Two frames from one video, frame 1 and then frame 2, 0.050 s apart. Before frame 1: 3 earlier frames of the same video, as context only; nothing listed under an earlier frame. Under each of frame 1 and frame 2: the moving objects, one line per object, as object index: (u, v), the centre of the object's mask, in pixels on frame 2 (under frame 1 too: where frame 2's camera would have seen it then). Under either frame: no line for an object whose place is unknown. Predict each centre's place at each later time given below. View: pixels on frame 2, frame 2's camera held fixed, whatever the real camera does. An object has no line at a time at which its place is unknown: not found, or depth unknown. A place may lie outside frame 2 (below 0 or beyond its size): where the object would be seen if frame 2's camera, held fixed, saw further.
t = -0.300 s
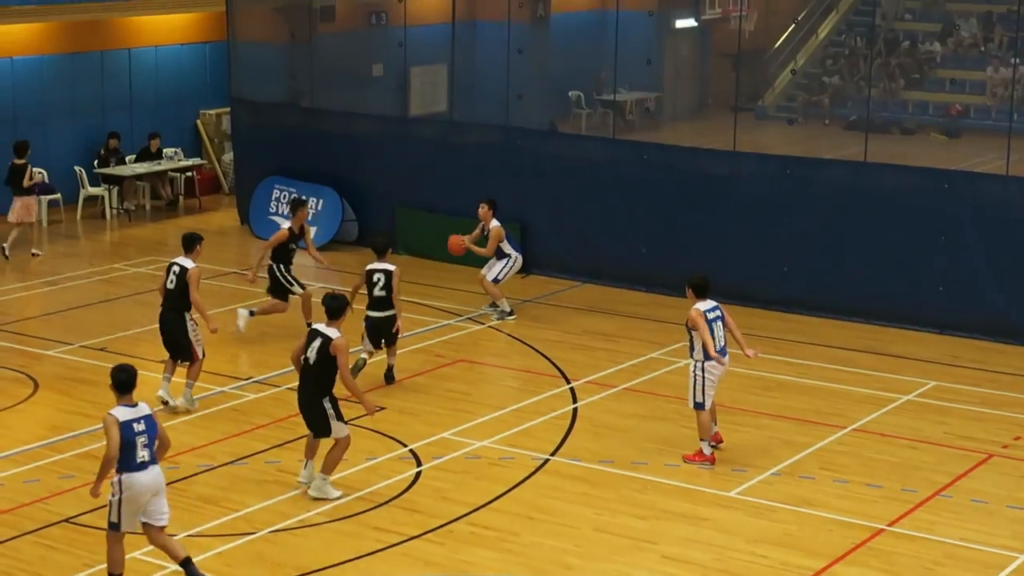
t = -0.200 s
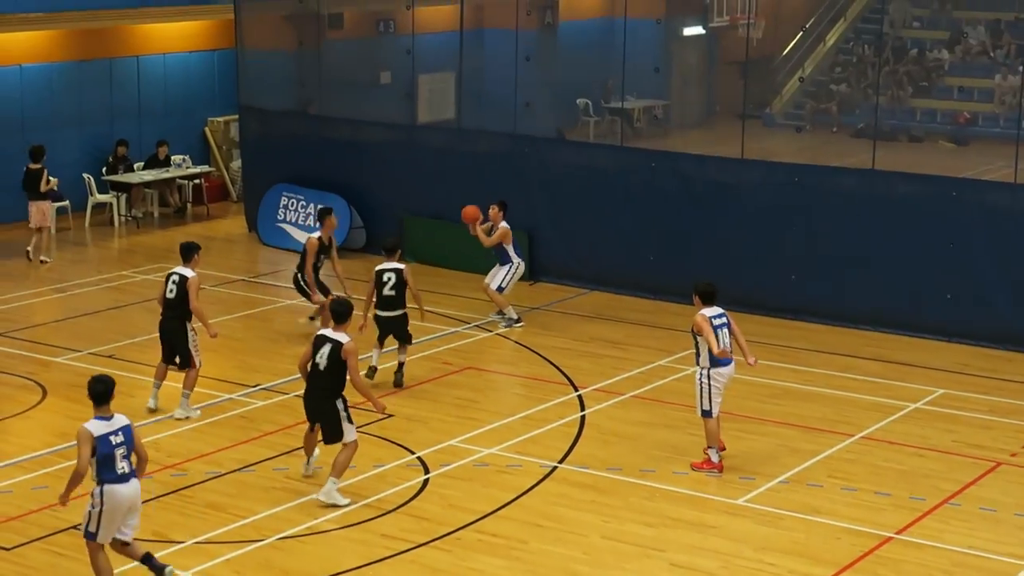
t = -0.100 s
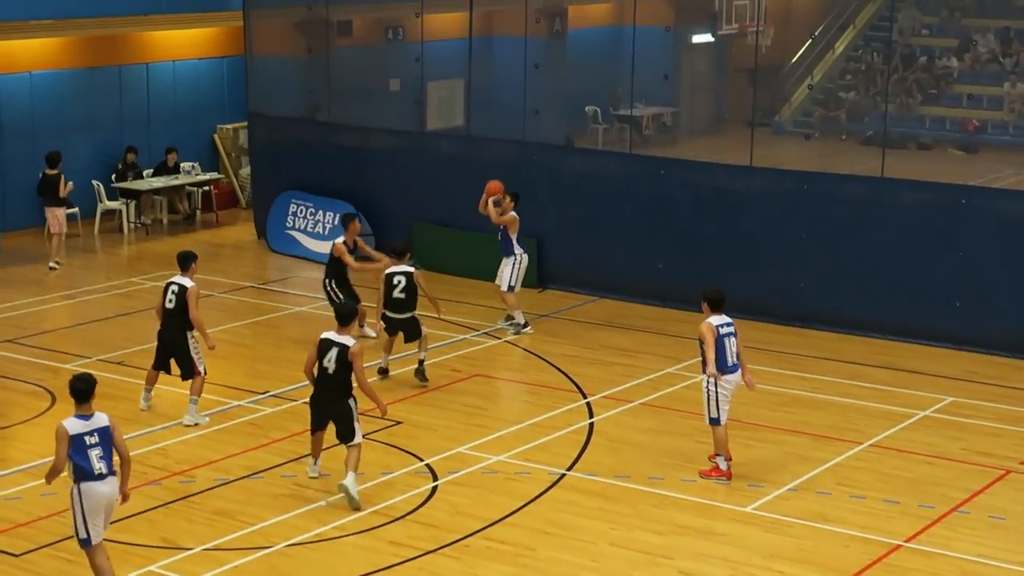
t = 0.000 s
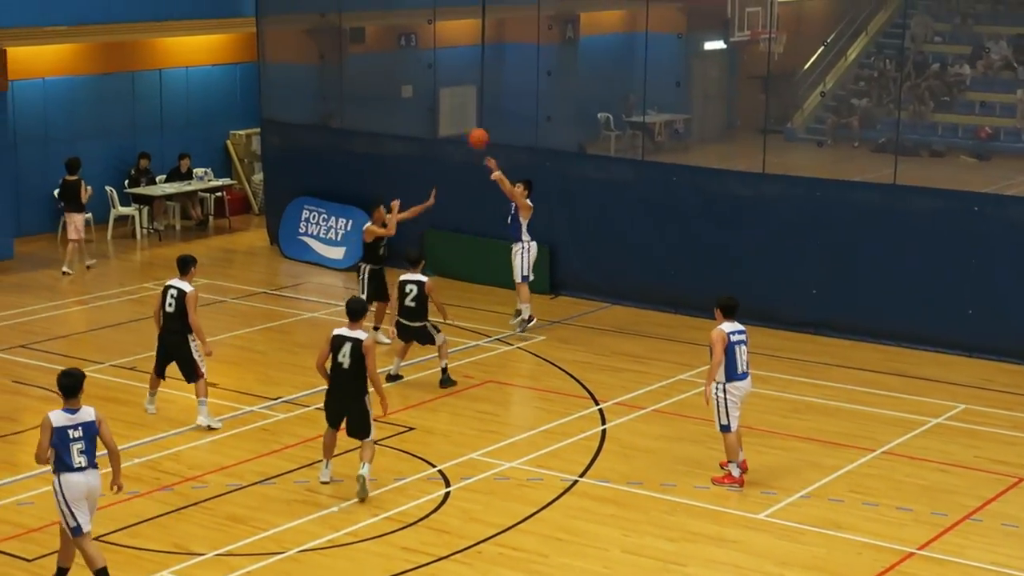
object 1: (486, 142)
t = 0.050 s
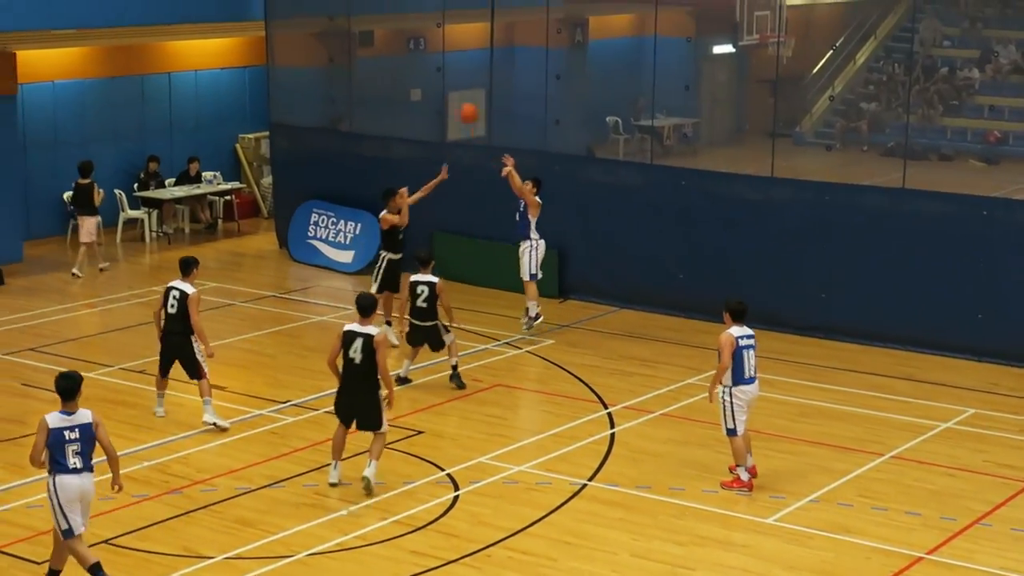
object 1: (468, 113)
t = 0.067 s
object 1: (462, 104)
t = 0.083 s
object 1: (455, 95)
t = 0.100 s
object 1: (449, 87)
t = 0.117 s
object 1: (442, 77)
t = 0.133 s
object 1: (436, 70)
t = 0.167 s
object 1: (424, 52)
